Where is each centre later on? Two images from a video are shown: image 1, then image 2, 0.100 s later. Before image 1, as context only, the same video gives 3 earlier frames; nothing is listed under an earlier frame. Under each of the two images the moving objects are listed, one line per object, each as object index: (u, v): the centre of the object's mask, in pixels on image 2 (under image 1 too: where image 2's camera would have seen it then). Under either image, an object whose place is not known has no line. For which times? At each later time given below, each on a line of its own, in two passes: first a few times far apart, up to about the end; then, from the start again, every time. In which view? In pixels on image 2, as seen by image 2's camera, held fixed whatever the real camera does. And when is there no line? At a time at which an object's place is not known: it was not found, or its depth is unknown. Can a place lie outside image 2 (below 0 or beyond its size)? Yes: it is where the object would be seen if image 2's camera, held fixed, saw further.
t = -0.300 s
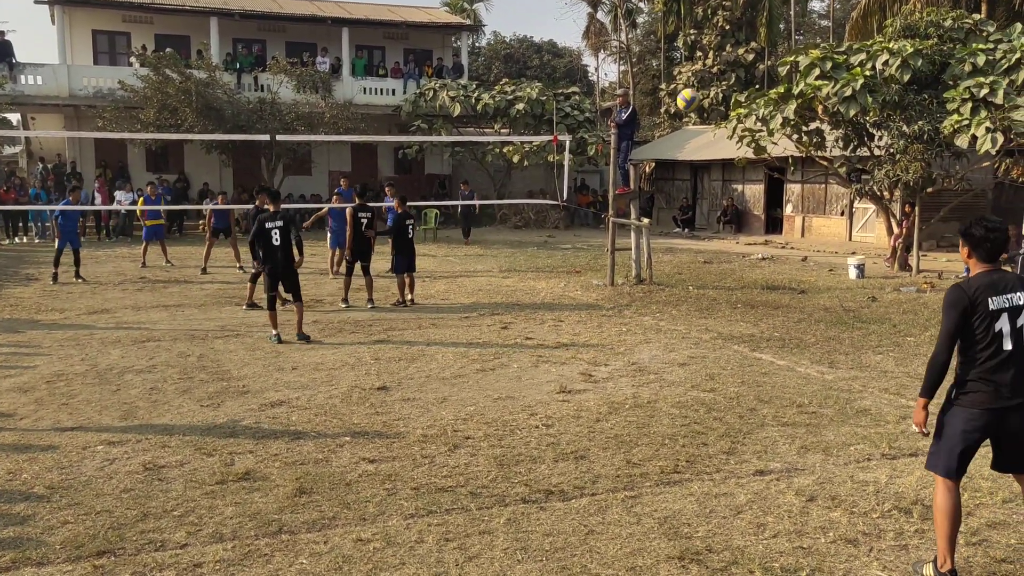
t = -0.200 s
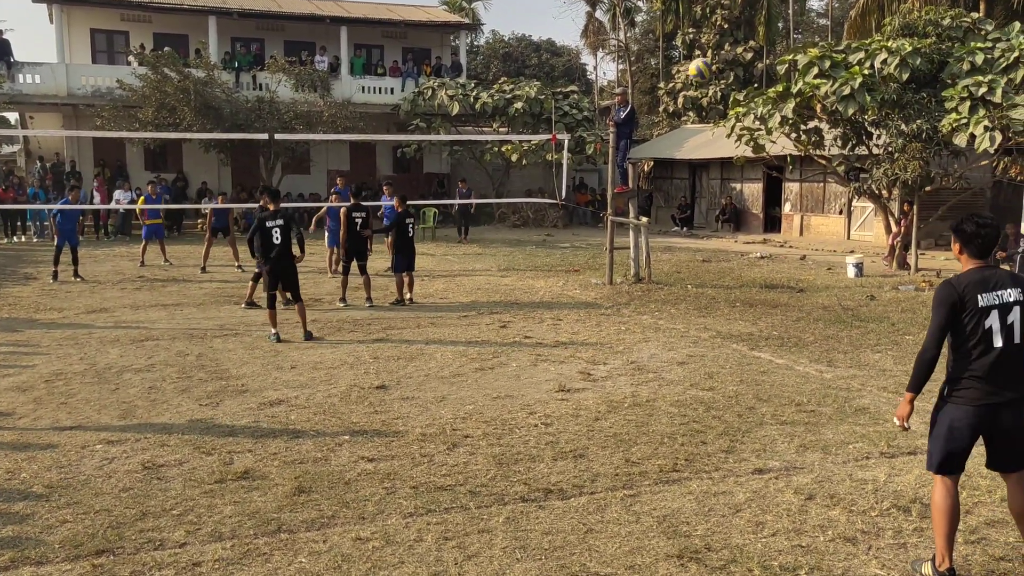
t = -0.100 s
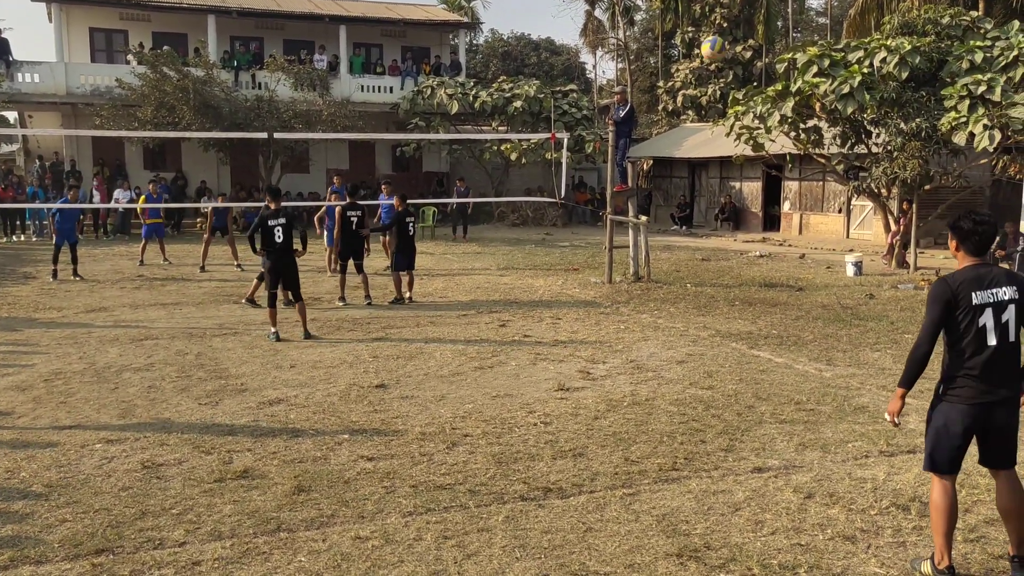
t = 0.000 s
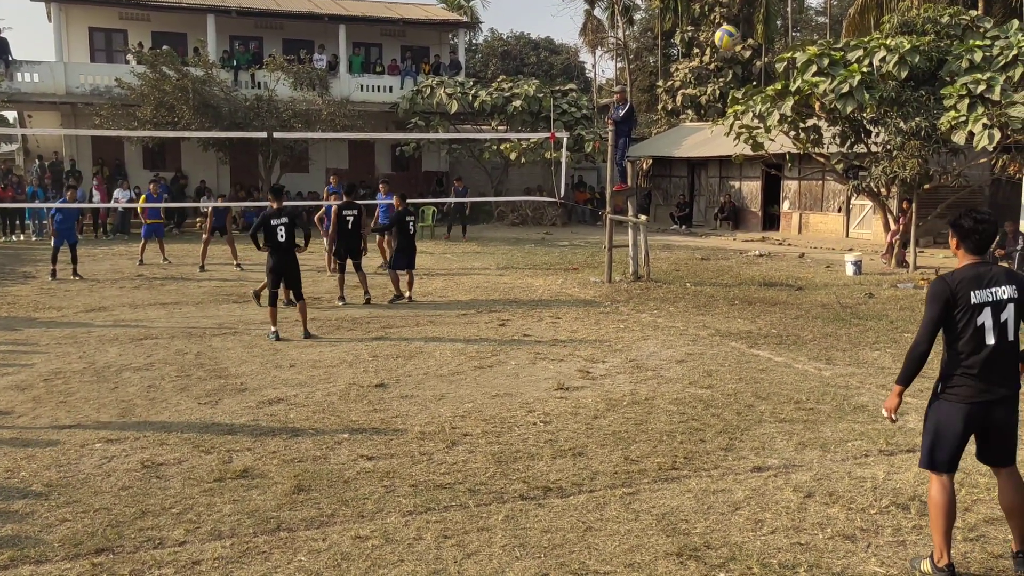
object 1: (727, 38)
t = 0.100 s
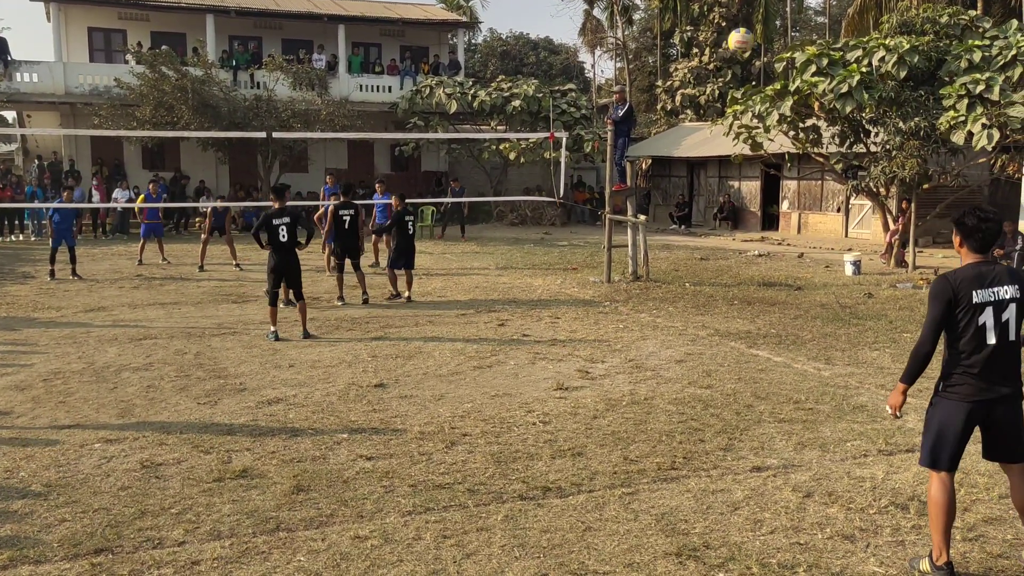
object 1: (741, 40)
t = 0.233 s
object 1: (760, 63)
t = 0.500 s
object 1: (798, 184)
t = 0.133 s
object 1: (745, 45)
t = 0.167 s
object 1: (749, 49)
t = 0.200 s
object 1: (755, 54)
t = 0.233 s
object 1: (760, 63)
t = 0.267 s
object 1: (765, 73)
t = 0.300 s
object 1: (770, 84)
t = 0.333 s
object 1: (774, 96)
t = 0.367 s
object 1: (779, 111)
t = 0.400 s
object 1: (784, 125)
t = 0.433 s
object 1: (789, 143)
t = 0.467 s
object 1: (794, 163)
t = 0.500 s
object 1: (798, 184)
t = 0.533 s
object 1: (804, 207)
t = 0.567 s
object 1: (808, 231)
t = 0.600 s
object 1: (812, 257)
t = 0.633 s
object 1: (816, 284)
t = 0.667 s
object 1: (823, 313)
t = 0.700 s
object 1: (827, 344)
